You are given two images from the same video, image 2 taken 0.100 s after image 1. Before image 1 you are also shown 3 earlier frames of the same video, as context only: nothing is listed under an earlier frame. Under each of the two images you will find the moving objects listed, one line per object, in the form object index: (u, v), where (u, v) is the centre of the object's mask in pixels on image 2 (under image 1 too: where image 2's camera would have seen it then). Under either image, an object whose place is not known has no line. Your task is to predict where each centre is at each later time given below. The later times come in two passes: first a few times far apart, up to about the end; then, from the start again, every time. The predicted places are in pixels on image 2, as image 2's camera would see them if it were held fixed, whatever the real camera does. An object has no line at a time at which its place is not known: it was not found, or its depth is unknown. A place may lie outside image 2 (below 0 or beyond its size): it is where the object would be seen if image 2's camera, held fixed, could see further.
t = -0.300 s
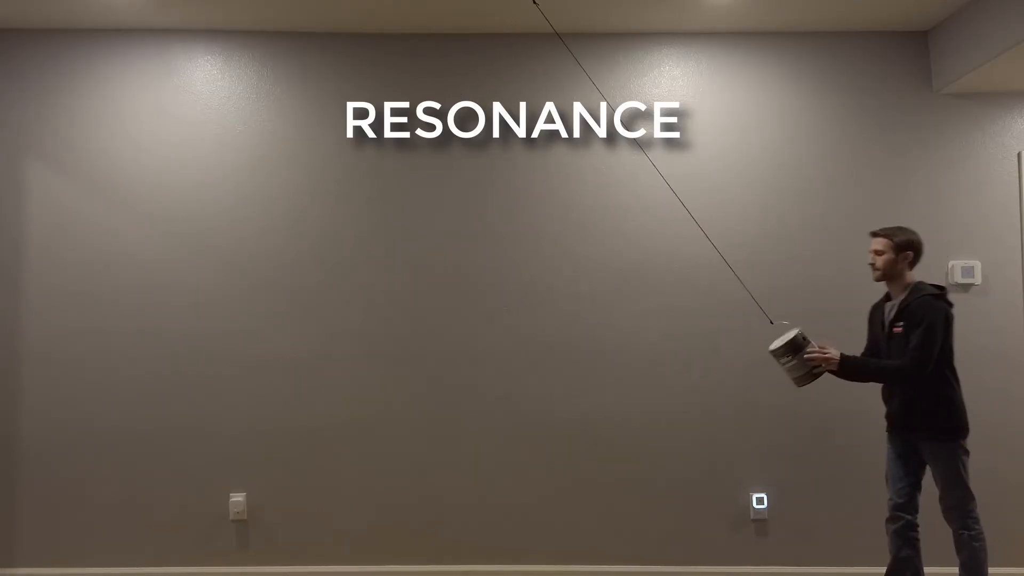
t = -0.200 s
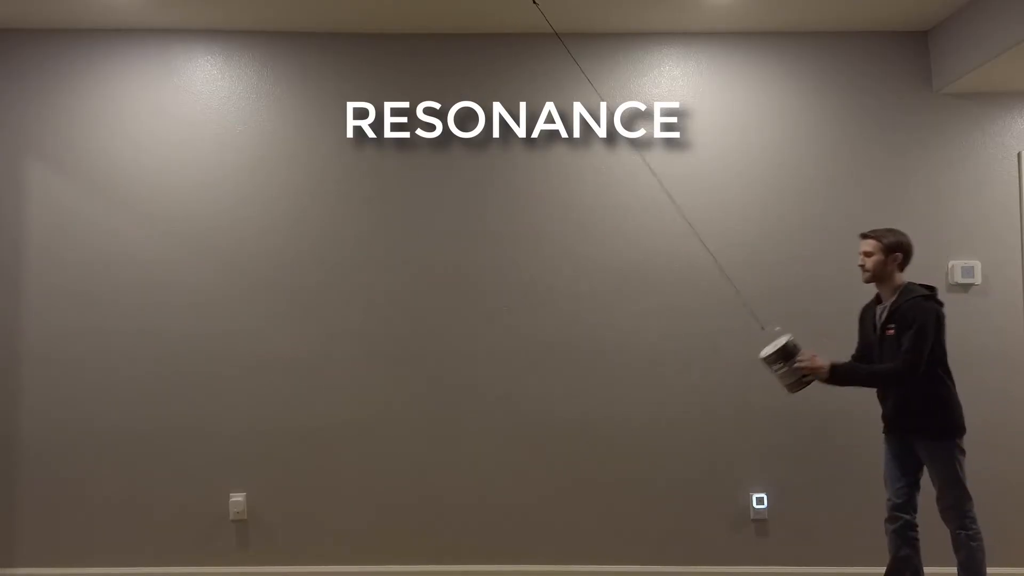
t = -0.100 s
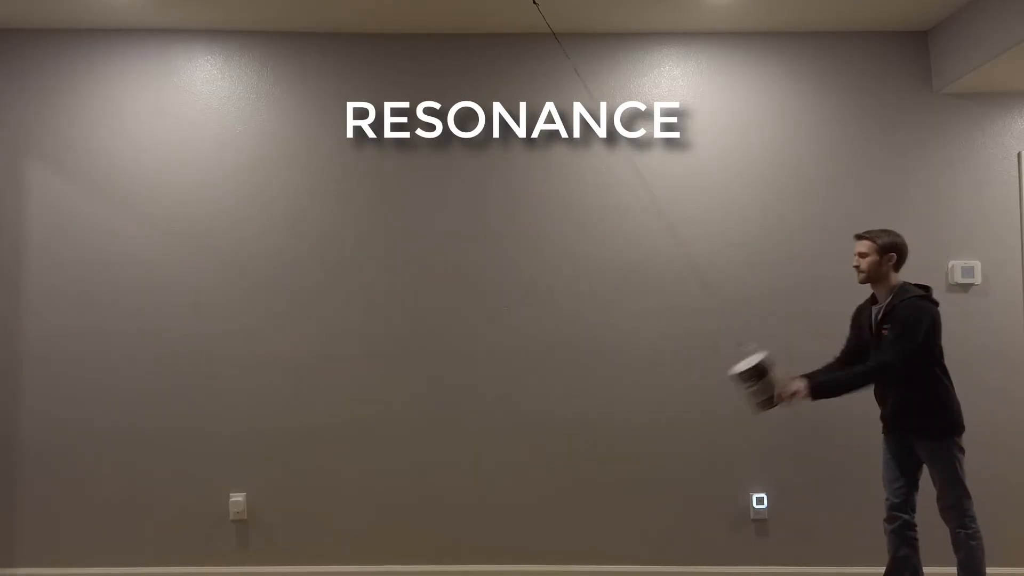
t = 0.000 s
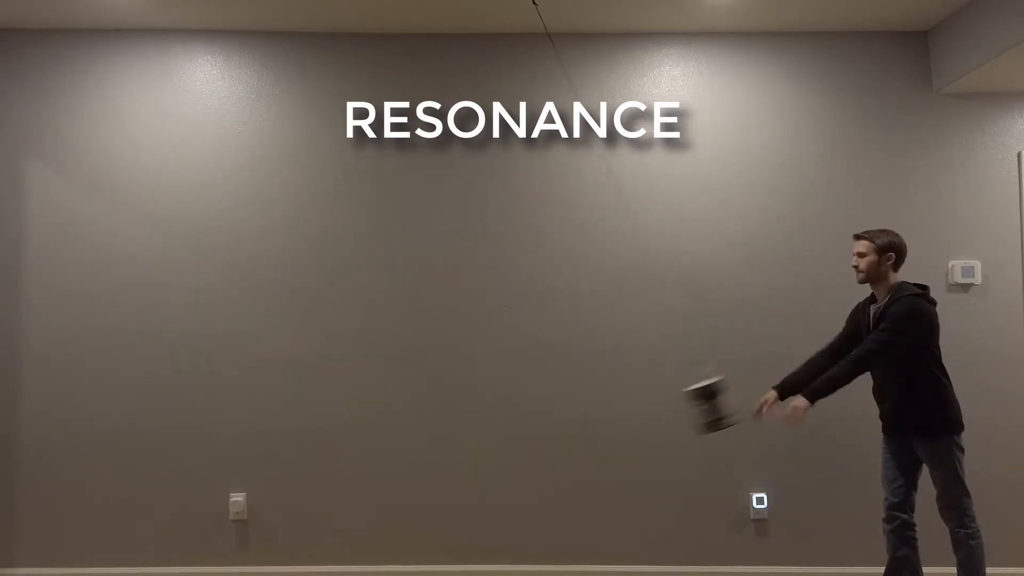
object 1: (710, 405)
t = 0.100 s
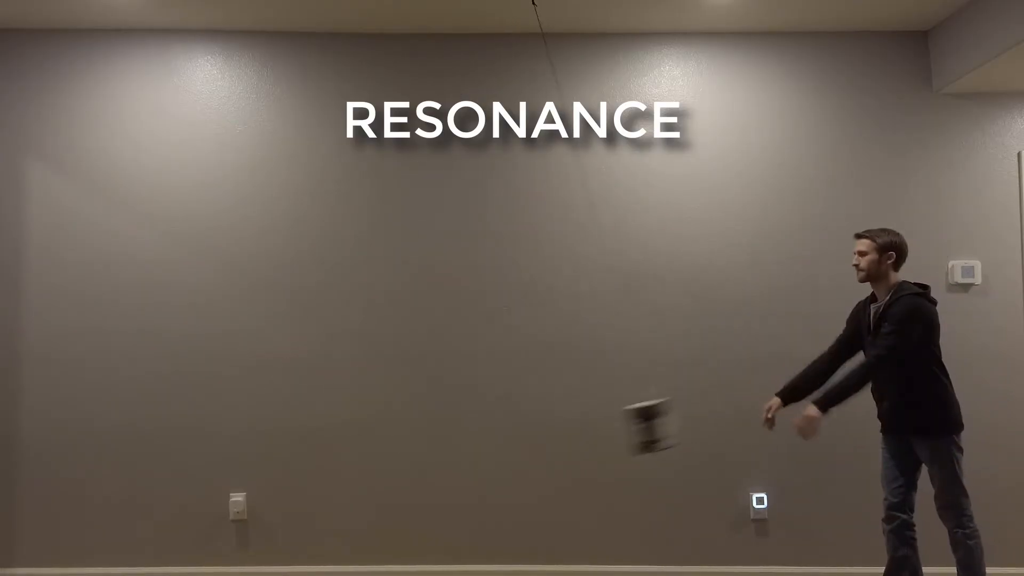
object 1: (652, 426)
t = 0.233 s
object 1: (556, 441)
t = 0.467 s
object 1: (400, 421)
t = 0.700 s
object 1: (287, 368)
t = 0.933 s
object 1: (235, 331)
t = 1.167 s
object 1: (246, 343)
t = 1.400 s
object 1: (322, 393)
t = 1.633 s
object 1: (463, 439)
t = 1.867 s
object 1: (630, 434)
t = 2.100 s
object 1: (756, 386)
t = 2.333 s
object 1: (820, 341)
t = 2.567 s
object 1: (821, 338)
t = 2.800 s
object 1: (762, 378)
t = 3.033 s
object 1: (641, 427)
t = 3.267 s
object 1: (482, 440)
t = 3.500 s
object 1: (344, 403)
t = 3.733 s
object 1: (261, 354)
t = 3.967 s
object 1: (241, 340)
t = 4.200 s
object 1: (281, 370)
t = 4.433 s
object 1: (389, 421)
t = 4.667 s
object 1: (544, 444)
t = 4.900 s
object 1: (690, 416)
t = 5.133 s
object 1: (782, 366)
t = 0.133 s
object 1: (628, 431)
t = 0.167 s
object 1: (604, 436)
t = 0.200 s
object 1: (580, 439)
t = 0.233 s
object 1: (556, 441)
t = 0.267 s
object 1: (532, 441)
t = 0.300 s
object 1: (510, 440)
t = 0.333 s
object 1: (489, 439)
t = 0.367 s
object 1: (466, 436)
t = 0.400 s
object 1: (443, 432)
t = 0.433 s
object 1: (420, 426)
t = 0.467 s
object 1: (400, 421)
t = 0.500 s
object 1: (378, 412)
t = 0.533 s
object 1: (358, 404)
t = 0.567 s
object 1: (341, 397)
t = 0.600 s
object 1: (326, 390)
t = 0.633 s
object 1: (311, 381)
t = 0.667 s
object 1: (299, 375)
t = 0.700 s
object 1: (287, 368)
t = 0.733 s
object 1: (274, 360)
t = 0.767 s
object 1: (265, 354)
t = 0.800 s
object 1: (256, 348)
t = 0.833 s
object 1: (250, 342)
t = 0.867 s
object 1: (244, 338)
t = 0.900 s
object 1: (239, 334)
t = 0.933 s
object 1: (235, 331)
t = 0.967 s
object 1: (233, 329)
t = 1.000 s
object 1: (232, 329)
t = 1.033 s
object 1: (233, 329)
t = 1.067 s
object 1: (234, 331)
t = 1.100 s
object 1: (237, 334)
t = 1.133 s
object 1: (242, 338)
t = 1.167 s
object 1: (246, 343)
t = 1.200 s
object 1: (253, 348)
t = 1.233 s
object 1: (260, 354)
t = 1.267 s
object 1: (269, 361)
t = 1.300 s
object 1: (280, 368)
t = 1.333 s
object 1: (293, 376)
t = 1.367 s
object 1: (307, 385)
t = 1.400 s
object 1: (322, 393)
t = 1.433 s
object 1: (340, 402)
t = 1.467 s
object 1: (358, 410)
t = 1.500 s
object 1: (376, 417)
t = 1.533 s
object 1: (395, 423)
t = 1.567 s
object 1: (417, 430)
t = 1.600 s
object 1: (440, 435)
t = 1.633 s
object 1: (463, 439)
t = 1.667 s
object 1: (487, 442)
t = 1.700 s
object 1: (512, 444)
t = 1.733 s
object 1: (536, 444)
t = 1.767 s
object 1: (559, 444)
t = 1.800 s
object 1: (582, 442)
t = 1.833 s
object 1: (605, 438)
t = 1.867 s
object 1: (630, 434)
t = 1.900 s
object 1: (652, 428)
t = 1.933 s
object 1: (672, 423)
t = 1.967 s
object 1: (691, 416)
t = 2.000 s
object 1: (708, 409)
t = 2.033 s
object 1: (724, 402)
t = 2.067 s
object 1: (741, 394)
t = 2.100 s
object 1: (756, 386)
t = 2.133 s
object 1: (769, 378)
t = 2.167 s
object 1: (781, 370)
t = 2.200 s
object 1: (791, 363)
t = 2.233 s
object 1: (801, 356)
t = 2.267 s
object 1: (809, 350)
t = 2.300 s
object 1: (815, 345)
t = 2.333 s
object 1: (820, 341)
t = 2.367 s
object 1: (823, 338)
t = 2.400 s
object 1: (826, 335)
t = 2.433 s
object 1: (828, 333)
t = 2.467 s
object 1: (828, 333)
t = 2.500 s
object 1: (827, 333)
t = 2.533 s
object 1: (825, 335)
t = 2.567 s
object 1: (821, 338)
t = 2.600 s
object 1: (816, 342)
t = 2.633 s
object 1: (810, 346)
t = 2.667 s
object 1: (803, 352)
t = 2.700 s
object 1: (794, 358)
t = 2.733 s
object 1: (785, 364)
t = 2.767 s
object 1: (774, 371)
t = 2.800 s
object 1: (762, 378)
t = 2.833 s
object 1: (748, 386)
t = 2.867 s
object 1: (734, 394)
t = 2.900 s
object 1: (717, 402)
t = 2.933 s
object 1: (699, 409)
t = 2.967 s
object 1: (681, 416)
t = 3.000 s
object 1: (661, 422)
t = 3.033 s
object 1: (641, 427)
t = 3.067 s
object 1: (619, 432)
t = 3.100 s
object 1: (596, 437)
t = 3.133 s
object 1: (573, 440)
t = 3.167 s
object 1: (550, 441)
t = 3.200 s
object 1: (527, 442)
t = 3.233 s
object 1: (505, 441)
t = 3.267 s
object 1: (482, 440)
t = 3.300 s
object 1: (459, 436)
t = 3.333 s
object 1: (438, 432)
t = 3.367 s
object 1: (417, 428)
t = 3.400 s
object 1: (397, 422)
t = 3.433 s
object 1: (378, 417)
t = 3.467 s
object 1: (359, 409)
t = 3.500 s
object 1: (344, 403)
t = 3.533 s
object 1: (327, 394)
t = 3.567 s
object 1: (313, 387)
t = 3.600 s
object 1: (300, 380)
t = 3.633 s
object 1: (288, 372)
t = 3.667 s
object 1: (278, 366)
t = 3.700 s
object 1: (268, 360)
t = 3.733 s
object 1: (261, 354)
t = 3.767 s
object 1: (255, 350)
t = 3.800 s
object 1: (249, 346)
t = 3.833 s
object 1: (245, 343)
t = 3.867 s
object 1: (242, 341)
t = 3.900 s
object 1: (241, 340)
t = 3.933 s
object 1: (241, 340)
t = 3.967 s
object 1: (241, 340)
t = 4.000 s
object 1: (242, 341)
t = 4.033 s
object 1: (246, 344)
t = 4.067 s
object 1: (250, 348)
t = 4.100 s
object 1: (256, 353)
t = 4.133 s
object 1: (263, 358)
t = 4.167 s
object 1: (272, 364)
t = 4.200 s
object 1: (281, 370)
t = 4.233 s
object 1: (294, 379)
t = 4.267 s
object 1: (307, 386)
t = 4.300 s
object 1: (320, 393)
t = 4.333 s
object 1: (335, 400)
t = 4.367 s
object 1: (353, 408)
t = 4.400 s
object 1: (371, 414)
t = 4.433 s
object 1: (389, 421)
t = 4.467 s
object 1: (409, 428)
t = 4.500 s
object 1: (432, 433)
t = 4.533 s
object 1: (454, 438)
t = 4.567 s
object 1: (476, 441)
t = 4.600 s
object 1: (499, 444)
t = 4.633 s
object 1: (522, 444)
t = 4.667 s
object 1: (544, 444)
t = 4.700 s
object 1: (567, 443)
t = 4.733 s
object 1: (588, 441)
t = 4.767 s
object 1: (610, 437)
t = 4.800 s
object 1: (633, 433)
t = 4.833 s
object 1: (653, 428)
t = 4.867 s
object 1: (672, 422)
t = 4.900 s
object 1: (690, 416)
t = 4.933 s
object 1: (707, 408)
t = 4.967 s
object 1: (722, 401)
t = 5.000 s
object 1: (737, 394)
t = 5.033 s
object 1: (750, 387)
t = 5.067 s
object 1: (762, 379)
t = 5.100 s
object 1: (773, 373)
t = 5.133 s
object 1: (782, 366)
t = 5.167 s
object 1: (790, 361)
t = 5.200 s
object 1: (796, 356)
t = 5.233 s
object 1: (802, 351)
